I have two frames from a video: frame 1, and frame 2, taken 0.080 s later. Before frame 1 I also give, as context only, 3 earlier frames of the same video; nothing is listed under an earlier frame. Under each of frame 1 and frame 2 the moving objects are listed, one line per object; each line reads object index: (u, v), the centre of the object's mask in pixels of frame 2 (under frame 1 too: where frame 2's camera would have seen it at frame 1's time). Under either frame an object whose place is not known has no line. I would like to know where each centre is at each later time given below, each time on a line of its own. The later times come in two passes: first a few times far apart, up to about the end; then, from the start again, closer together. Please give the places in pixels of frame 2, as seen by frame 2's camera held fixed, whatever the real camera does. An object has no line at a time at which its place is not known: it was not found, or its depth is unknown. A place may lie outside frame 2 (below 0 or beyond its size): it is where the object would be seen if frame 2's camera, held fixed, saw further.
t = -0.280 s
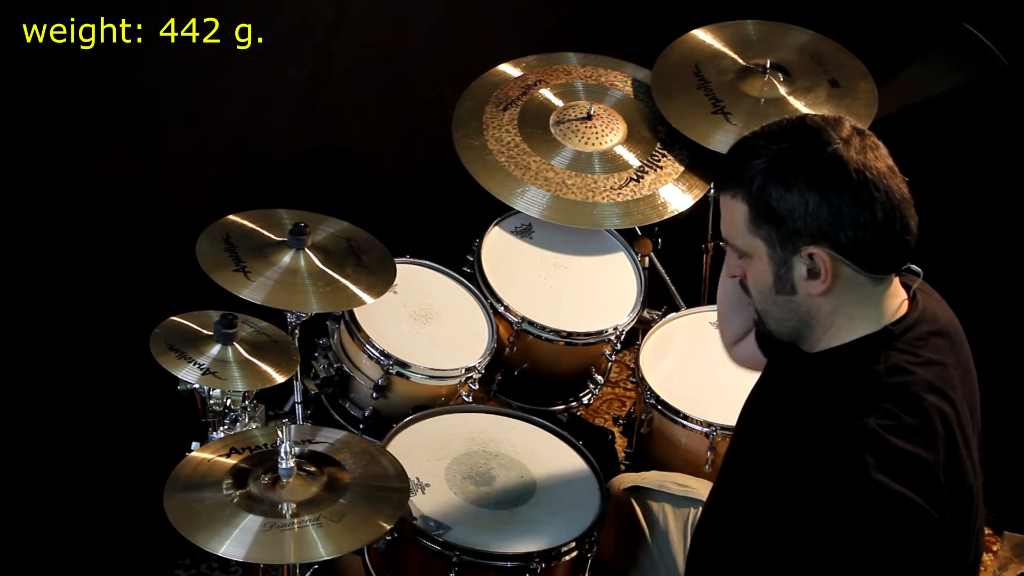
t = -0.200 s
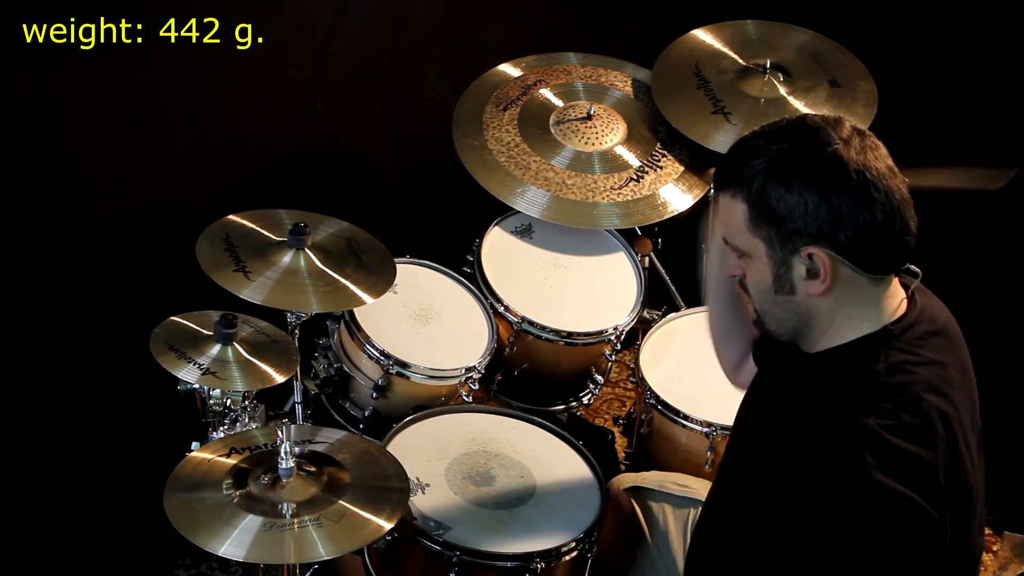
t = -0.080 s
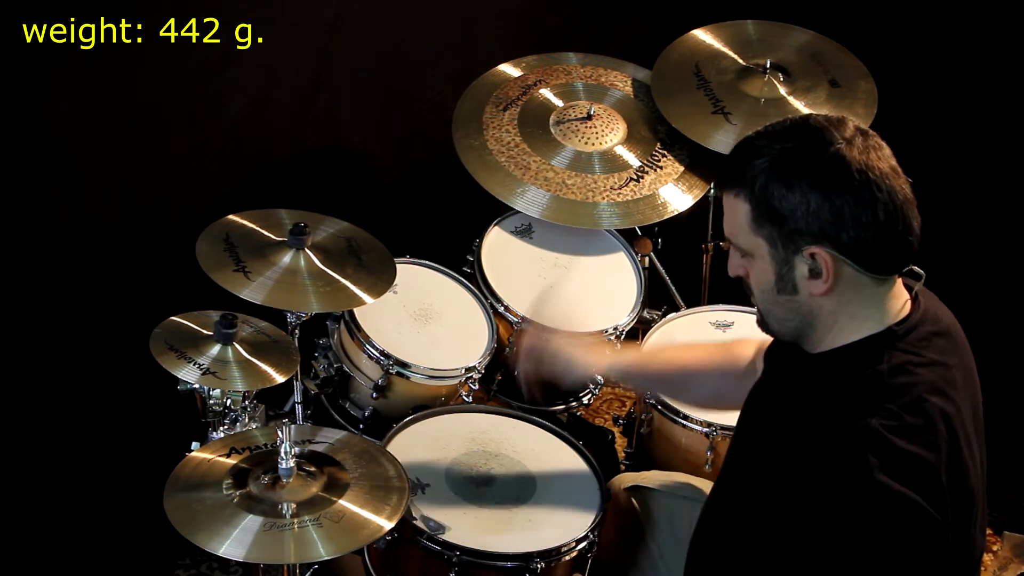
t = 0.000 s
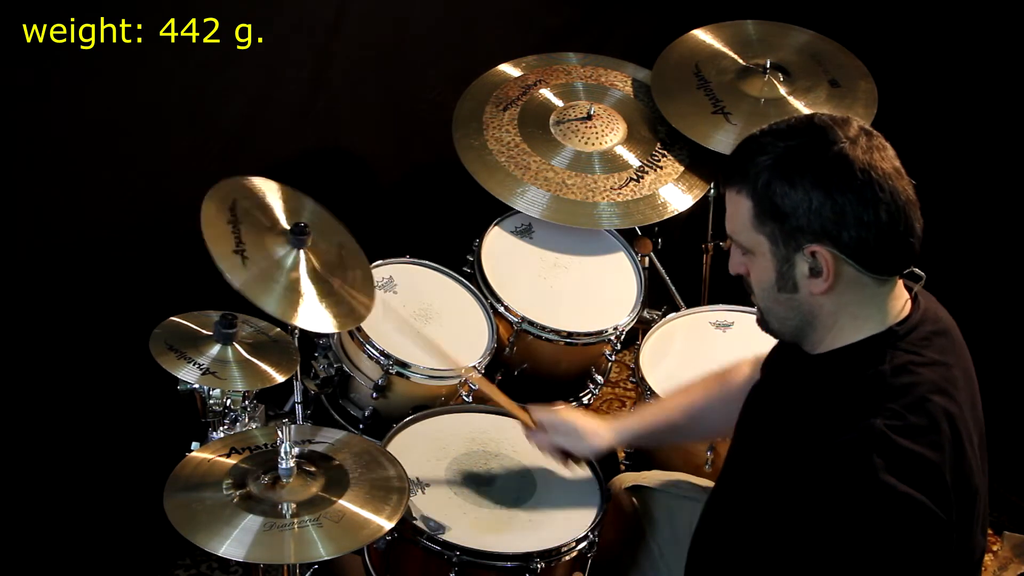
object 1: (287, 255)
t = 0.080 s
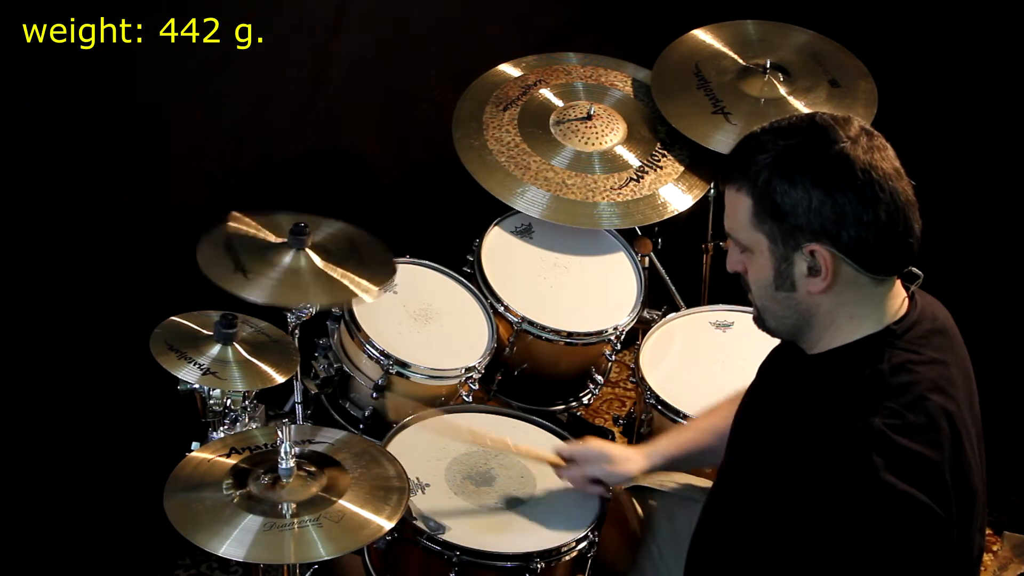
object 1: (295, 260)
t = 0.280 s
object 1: (291, 258)
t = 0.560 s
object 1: (299, 260)
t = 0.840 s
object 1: (294, 260)
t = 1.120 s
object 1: (296, 261)
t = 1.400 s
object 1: (296, 260)
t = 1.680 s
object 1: (296, 260)
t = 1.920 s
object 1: (296, 261)
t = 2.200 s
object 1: (296, 261)
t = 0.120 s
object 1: (300, 259)
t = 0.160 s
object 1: (301, 259)
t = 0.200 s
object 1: (297, 260)
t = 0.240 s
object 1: (295, 260)
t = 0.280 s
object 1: (291, 258)
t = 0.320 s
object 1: (291, 257)
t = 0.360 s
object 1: (291, 258)
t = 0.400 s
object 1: (294, 260)
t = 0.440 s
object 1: (296, 260)
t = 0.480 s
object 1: (298, 260)
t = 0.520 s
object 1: (299, 260)
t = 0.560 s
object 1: (299, 260)
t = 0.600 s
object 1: (298, 260)
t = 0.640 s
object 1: (297, 260)
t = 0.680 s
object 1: (295, 260)
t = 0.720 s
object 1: (294, 259)
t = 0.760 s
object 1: (293, 259)
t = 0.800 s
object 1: (293, 259)
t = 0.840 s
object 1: (294, 260)
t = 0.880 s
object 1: (296, 260)
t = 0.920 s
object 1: (297, 261)
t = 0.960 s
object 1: (297, 260)
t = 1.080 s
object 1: (297, 260)
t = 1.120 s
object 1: (296, 261)
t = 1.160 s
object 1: (295, 261)
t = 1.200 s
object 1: (295, 260)
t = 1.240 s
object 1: (295, 260)
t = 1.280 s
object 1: (295, 260)
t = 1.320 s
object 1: (295, 261)
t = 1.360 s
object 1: (296, 261)
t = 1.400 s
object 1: (296, 260)
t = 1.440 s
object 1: (296, 261)
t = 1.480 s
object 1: (296, 261)
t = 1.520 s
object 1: (296, 261)
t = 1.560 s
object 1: (296, 260)
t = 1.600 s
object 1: (295, 260)
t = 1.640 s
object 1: (296, 261)
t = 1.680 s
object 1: (296, 260)
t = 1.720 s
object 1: (296, 261)
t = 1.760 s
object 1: (296, 260)
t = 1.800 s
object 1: (296, 261)
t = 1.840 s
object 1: (296, 261)
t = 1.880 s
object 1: (296, 261)
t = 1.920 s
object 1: (296, 261)
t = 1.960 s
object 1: (296, 261)
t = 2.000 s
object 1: (296, 261)
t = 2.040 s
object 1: (296, 261)
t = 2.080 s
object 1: (296, 261)
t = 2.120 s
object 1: (296, 261)
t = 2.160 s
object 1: (296, 261)
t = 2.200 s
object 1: (296, 261)
